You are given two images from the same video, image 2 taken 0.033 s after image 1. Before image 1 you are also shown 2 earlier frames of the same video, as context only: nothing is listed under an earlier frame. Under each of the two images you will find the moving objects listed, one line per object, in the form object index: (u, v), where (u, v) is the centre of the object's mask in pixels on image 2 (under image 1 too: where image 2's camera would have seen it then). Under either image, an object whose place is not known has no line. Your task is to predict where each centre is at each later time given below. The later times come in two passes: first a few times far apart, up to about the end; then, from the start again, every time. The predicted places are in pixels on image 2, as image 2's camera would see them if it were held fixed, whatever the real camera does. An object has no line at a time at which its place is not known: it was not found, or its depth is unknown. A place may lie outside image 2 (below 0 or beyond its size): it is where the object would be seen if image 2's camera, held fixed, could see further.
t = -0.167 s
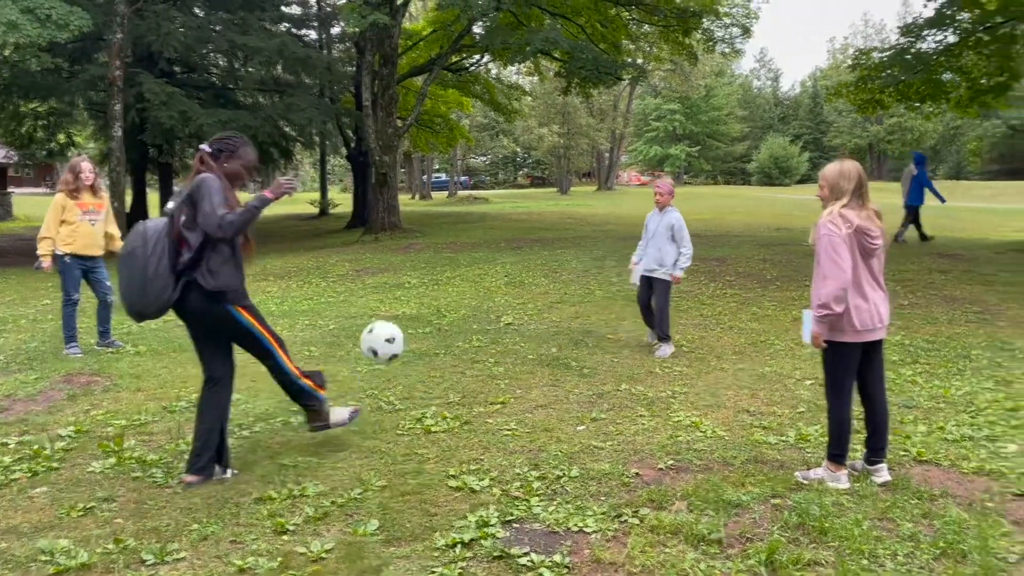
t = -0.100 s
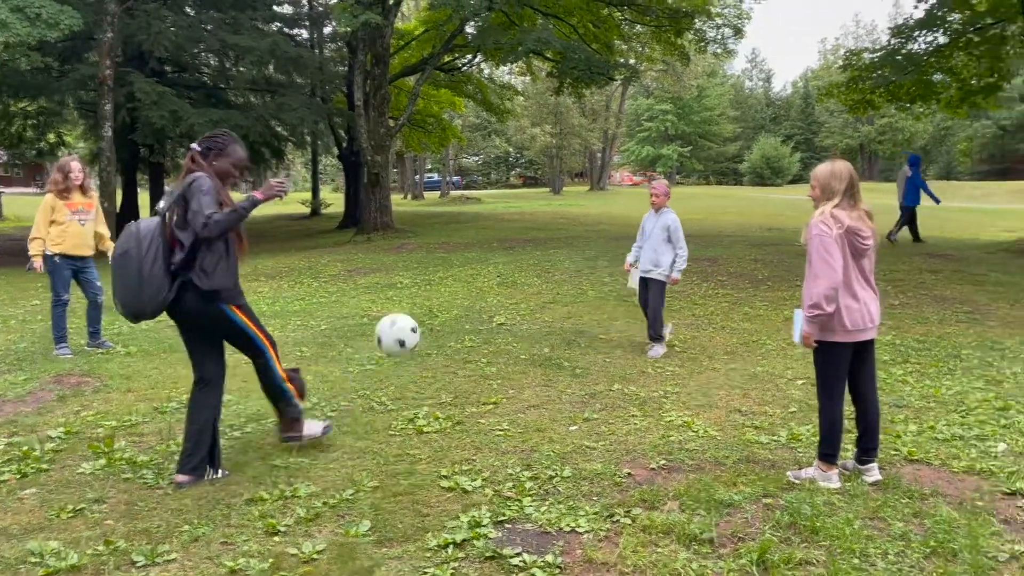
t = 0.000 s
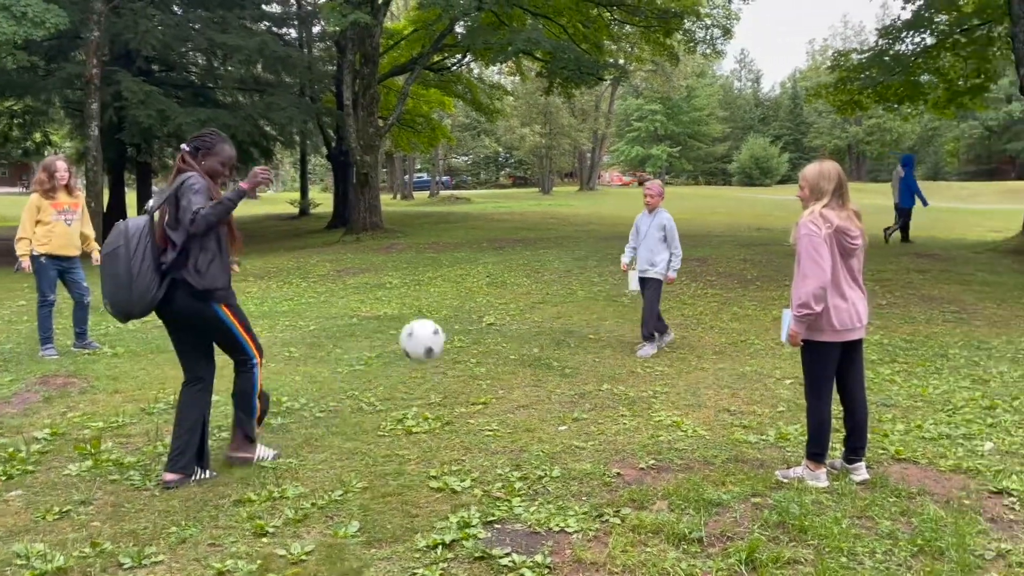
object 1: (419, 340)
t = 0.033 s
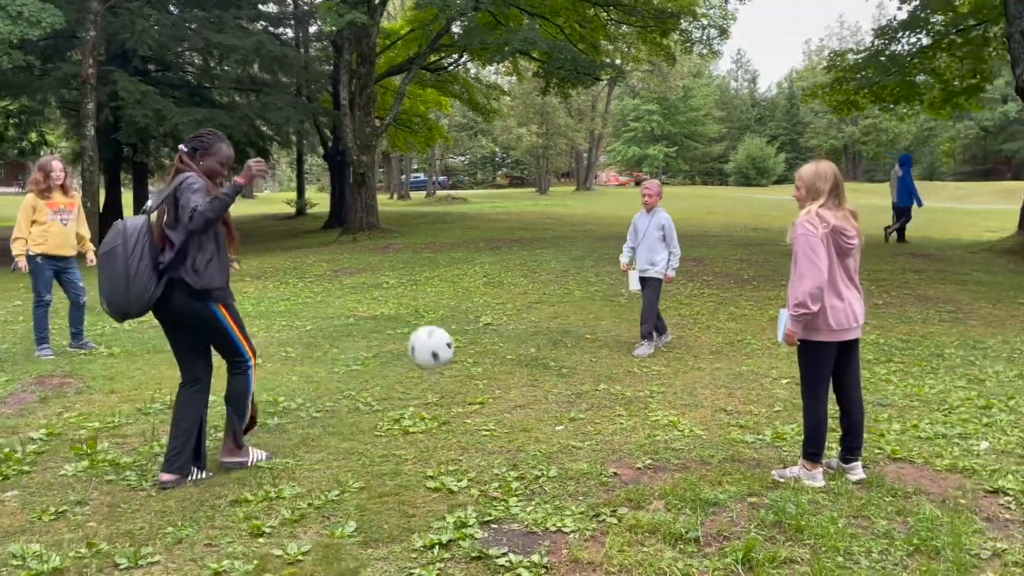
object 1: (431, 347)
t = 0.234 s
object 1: (505, 439)
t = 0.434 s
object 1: (512, 447)
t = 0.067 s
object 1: (443, 358)
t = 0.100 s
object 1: (455, 369)
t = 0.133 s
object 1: (467, 381)
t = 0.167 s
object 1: (478, 398)
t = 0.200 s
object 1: (492, 417)
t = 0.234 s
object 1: (505, 439)
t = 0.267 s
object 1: (517, 463)
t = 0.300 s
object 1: (524, 476)
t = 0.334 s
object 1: (521, 466)
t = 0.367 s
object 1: (519, 457)
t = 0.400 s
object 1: (515, 451)
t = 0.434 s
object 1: (512, 447)
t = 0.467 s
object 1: (509, 446)
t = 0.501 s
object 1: (506, 447)
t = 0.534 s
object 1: (503, 451)
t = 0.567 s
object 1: (499, 457)
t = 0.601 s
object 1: (496, 467)
